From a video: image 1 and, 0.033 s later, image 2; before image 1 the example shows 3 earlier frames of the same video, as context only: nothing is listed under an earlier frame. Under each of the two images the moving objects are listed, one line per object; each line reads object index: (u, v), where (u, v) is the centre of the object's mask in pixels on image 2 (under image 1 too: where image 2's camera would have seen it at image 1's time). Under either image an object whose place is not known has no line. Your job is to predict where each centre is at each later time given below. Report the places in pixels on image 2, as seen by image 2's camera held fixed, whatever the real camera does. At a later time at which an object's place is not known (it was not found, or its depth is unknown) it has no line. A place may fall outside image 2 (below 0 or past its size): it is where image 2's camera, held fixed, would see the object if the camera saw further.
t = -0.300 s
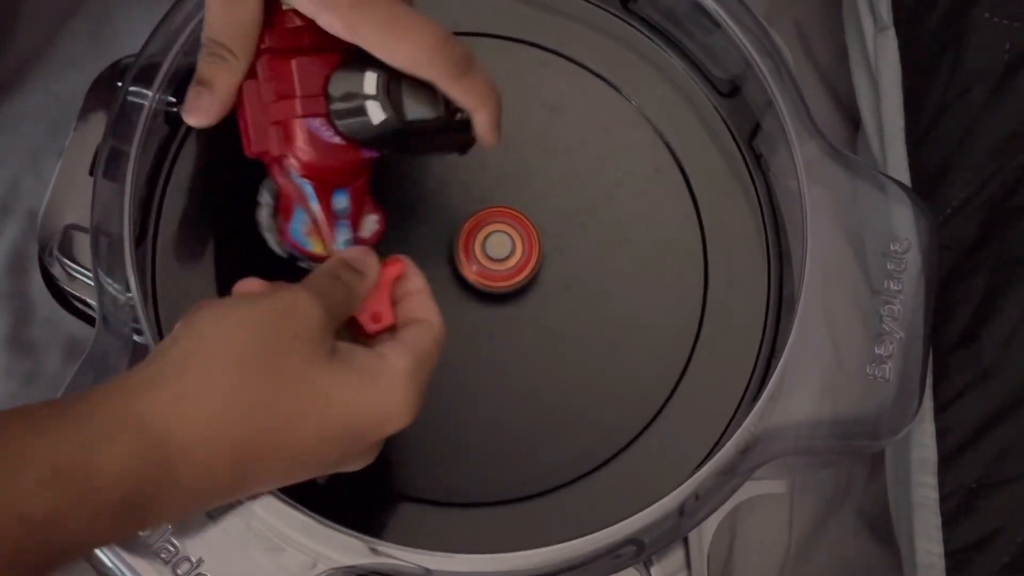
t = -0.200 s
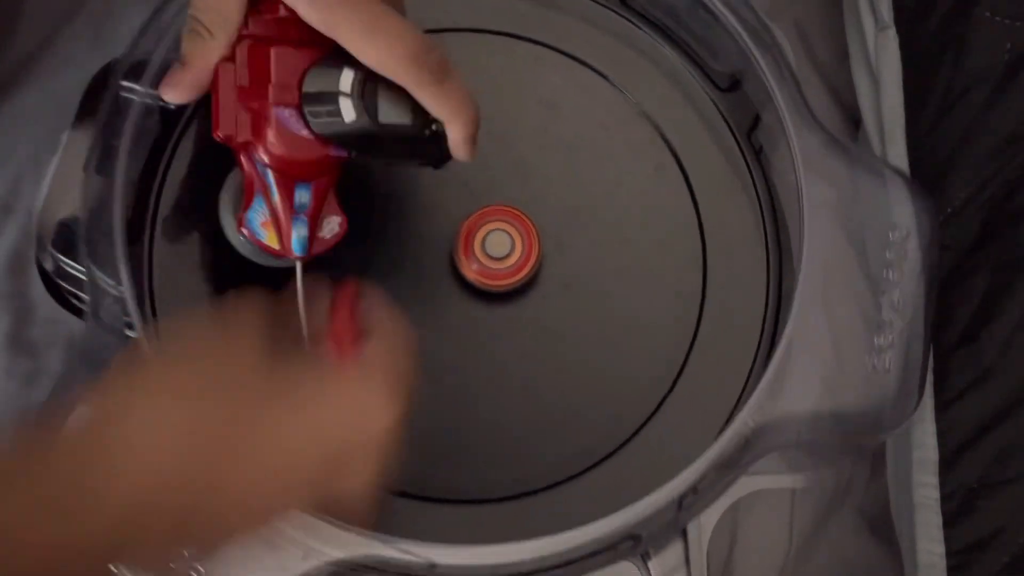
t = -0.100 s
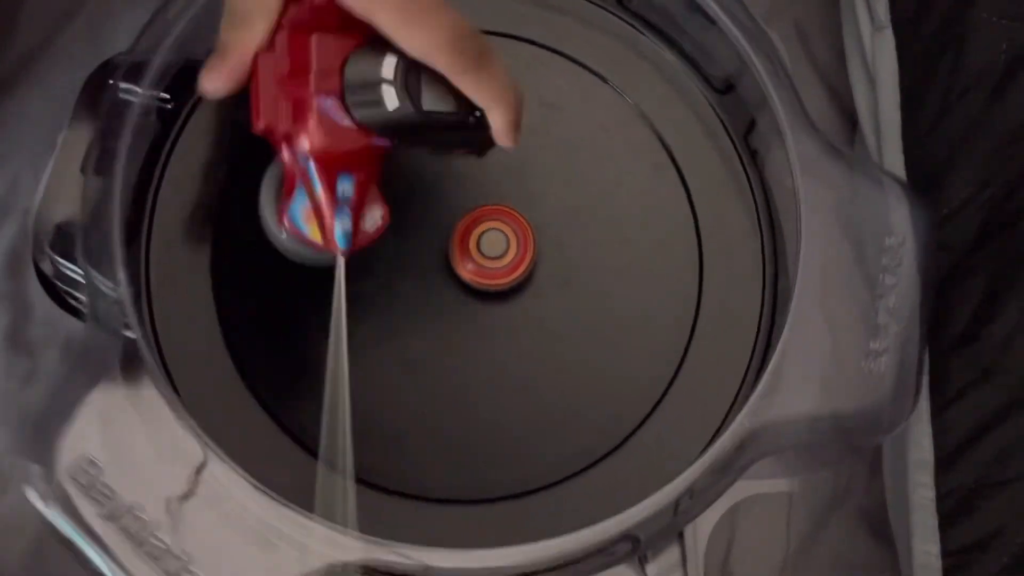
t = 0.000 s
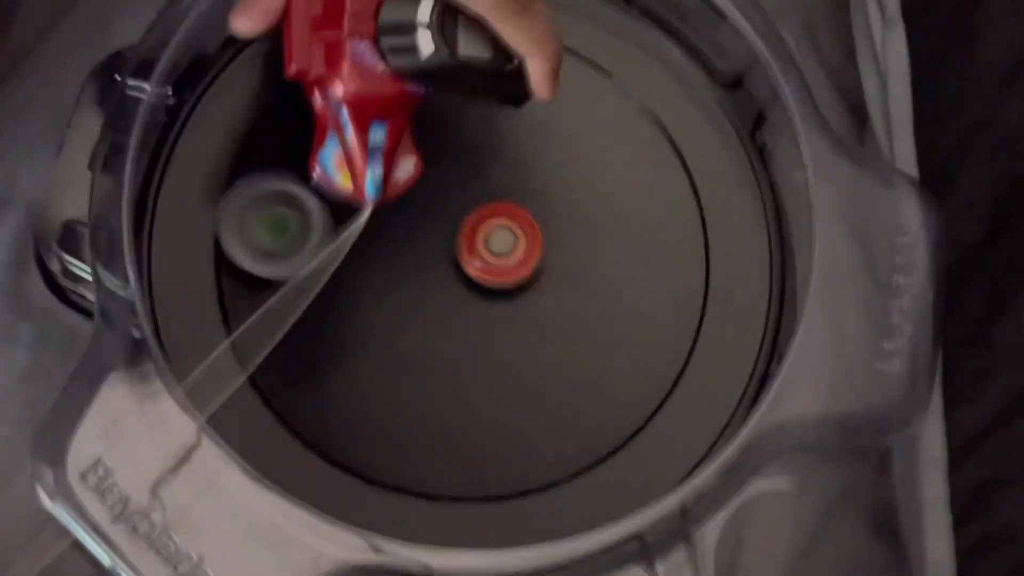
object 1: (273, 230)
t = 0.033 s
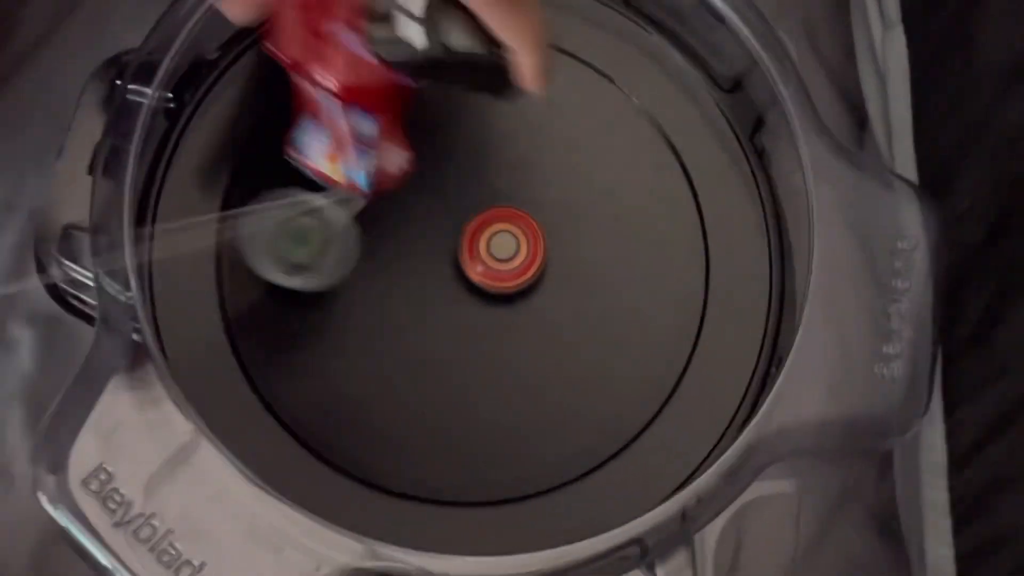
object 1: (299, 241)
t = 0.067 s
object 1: (329, 249)
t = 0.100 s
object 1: (369, 252)
